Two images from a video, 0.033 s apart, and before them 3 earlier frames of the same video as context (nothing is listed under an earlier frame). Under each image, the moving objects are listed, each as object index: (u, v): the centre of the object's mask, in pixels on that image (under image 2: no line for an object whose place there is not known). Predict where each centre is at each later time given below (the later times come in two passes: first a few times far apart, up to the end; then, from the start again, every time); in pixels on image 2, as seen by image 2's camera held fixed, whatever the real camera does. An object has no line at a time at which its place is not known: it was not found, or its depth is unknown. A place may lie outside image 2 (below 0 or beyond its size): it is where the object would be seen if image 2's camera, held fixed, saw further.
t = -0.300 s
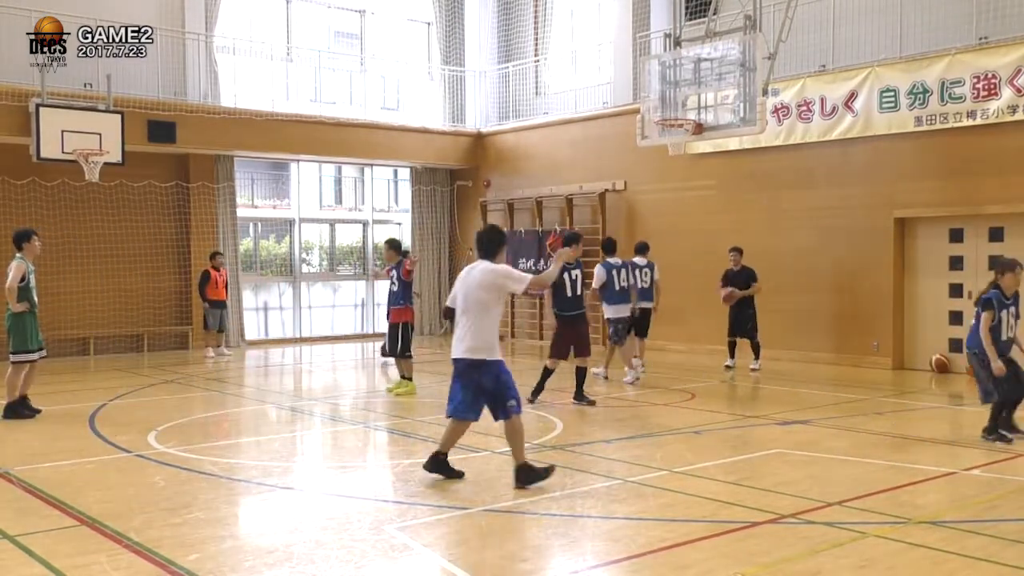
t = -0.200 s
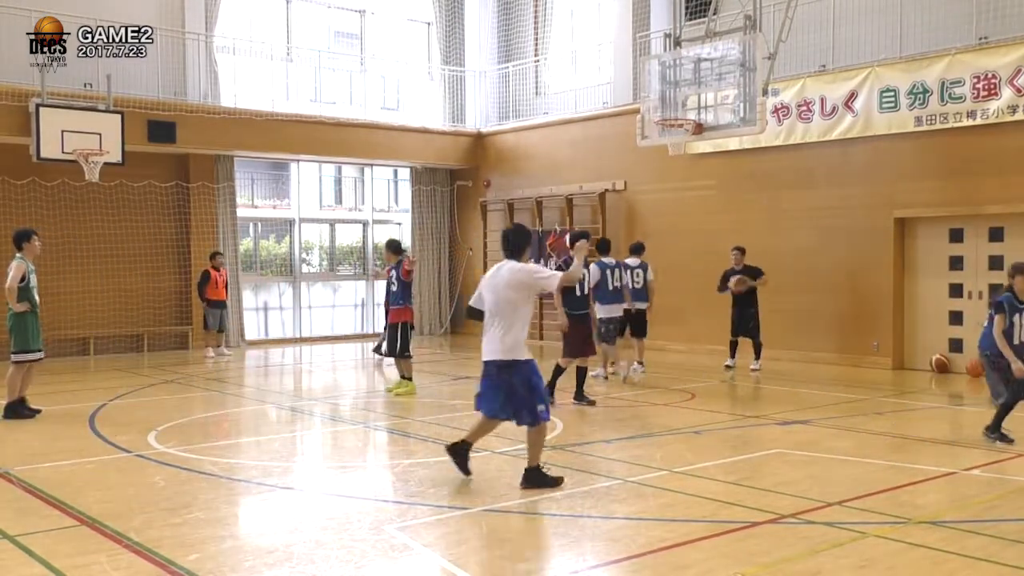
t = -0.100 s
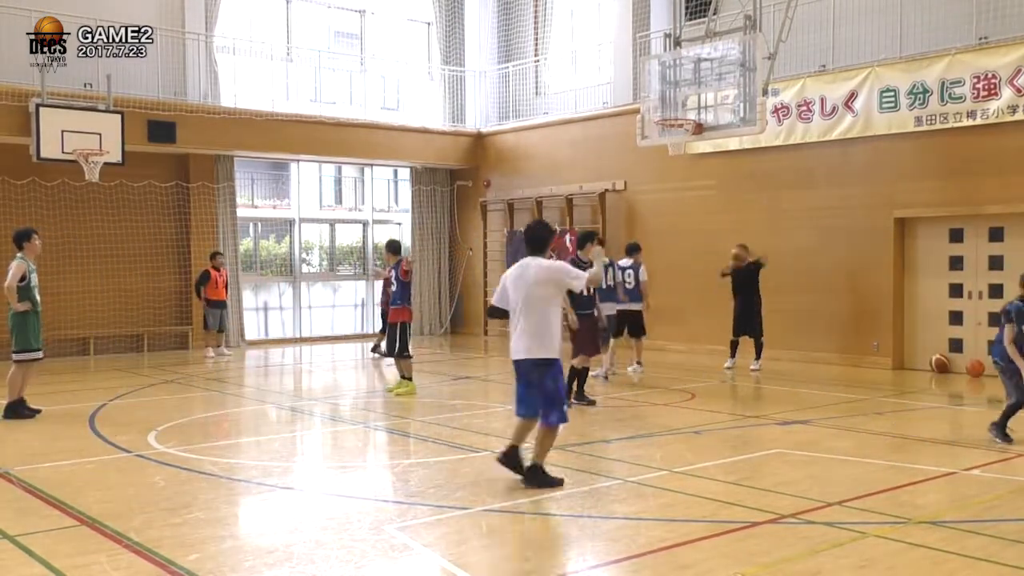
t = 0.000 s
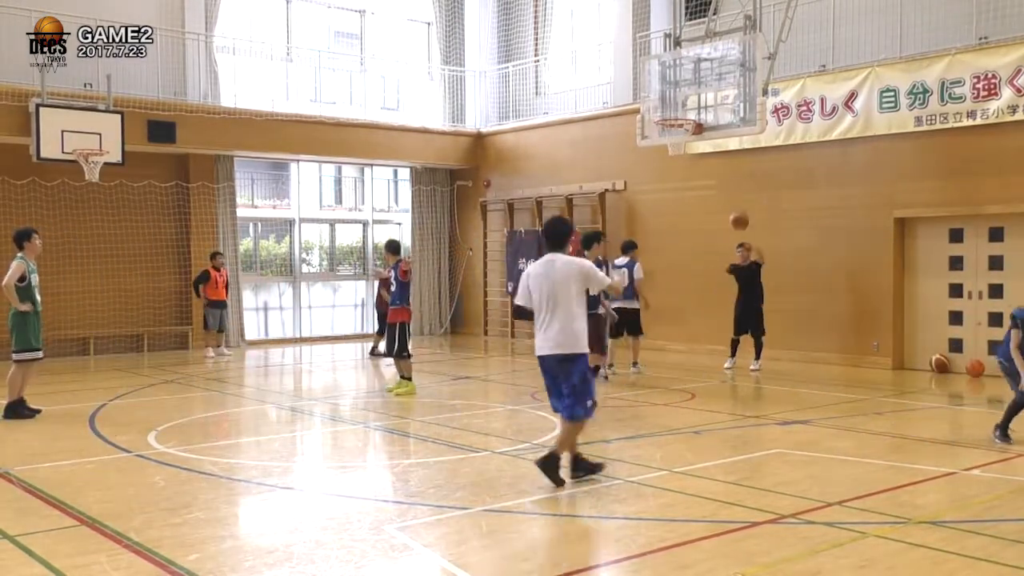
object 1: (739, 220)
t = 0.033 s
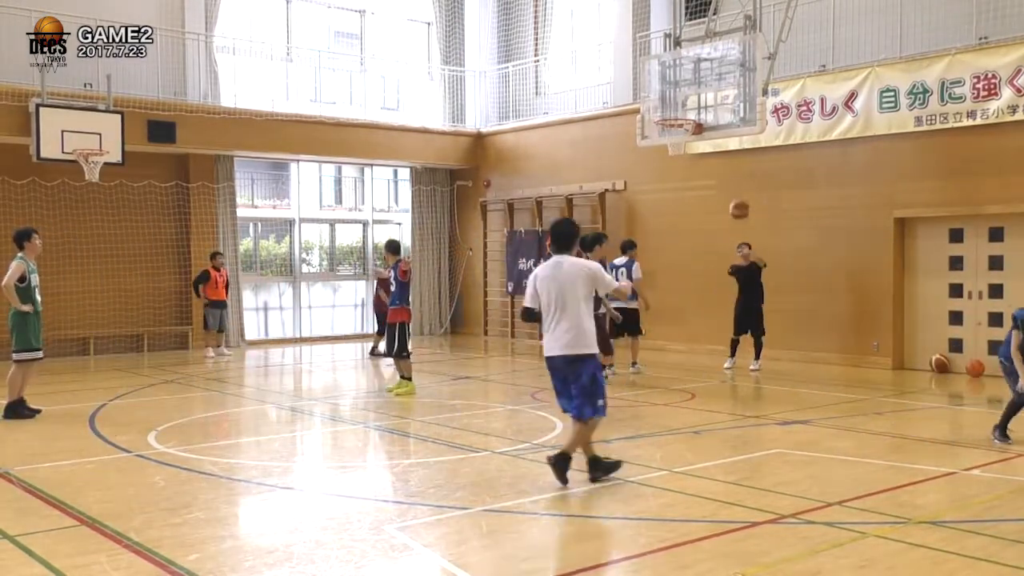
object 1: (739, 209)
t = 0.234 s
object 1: (739, 154)
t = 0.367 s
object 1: (740, 130)
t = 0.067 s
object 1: (739, 199)
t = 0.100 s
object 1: (740, 189)
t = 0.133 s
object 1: (739, 180)
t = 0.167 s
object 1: (739, 172)
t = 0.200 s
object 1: (739, 162)
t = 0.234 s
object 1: (739, 154)
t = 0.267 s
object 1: (739, 147)
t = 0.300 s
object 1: (740, 140)
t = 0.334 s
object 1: (739, 137)
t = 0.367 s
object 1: (740, 130)
